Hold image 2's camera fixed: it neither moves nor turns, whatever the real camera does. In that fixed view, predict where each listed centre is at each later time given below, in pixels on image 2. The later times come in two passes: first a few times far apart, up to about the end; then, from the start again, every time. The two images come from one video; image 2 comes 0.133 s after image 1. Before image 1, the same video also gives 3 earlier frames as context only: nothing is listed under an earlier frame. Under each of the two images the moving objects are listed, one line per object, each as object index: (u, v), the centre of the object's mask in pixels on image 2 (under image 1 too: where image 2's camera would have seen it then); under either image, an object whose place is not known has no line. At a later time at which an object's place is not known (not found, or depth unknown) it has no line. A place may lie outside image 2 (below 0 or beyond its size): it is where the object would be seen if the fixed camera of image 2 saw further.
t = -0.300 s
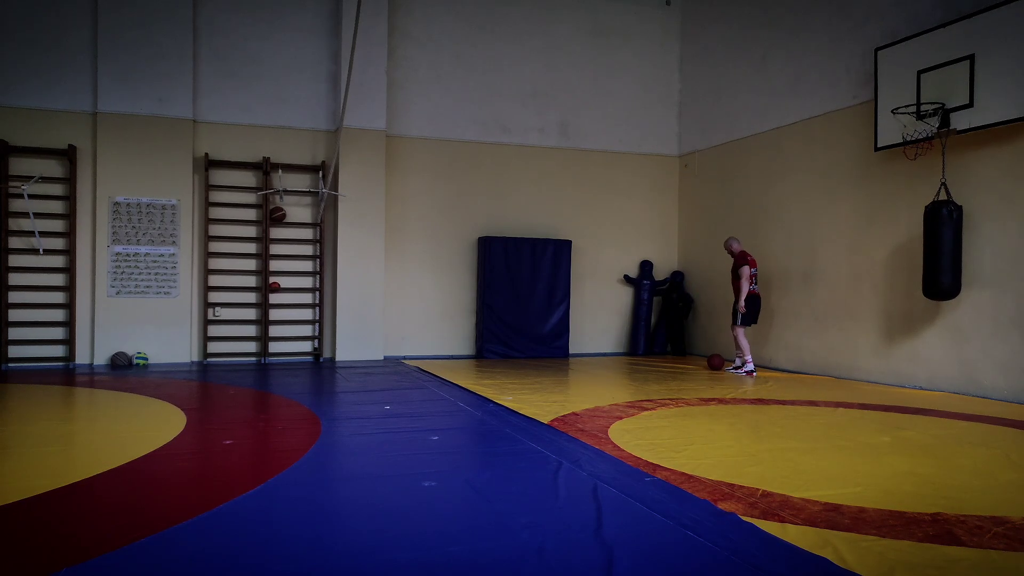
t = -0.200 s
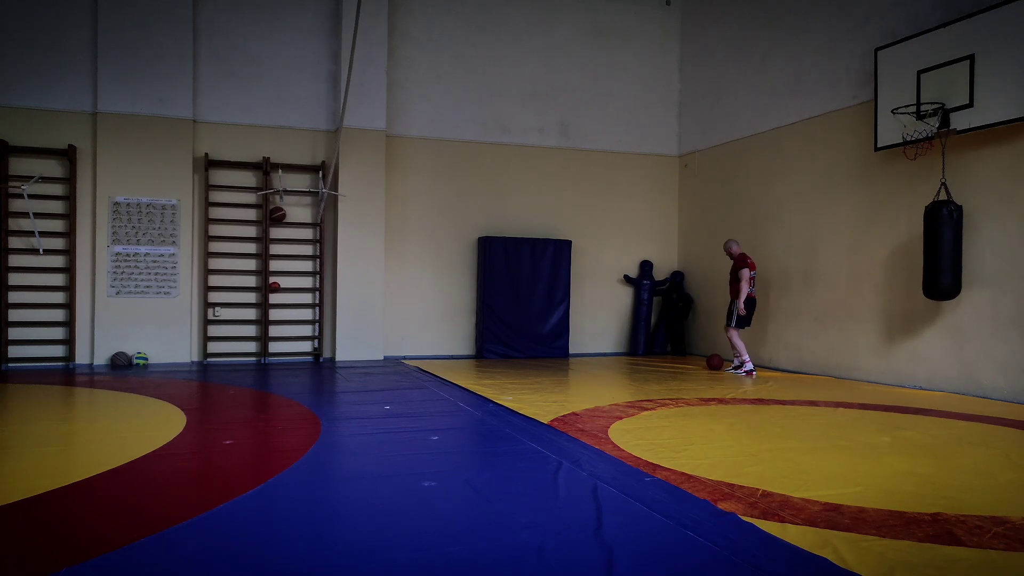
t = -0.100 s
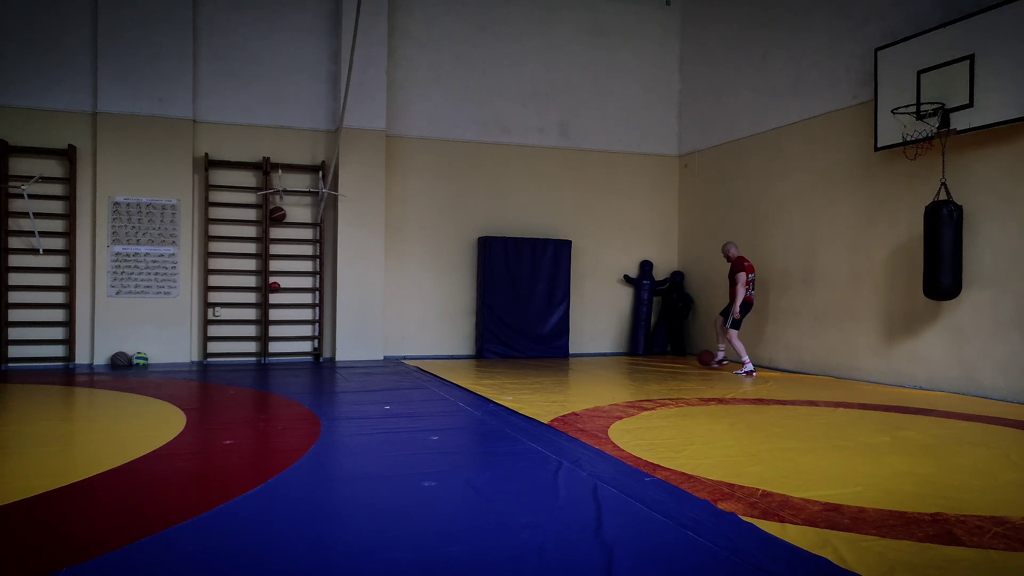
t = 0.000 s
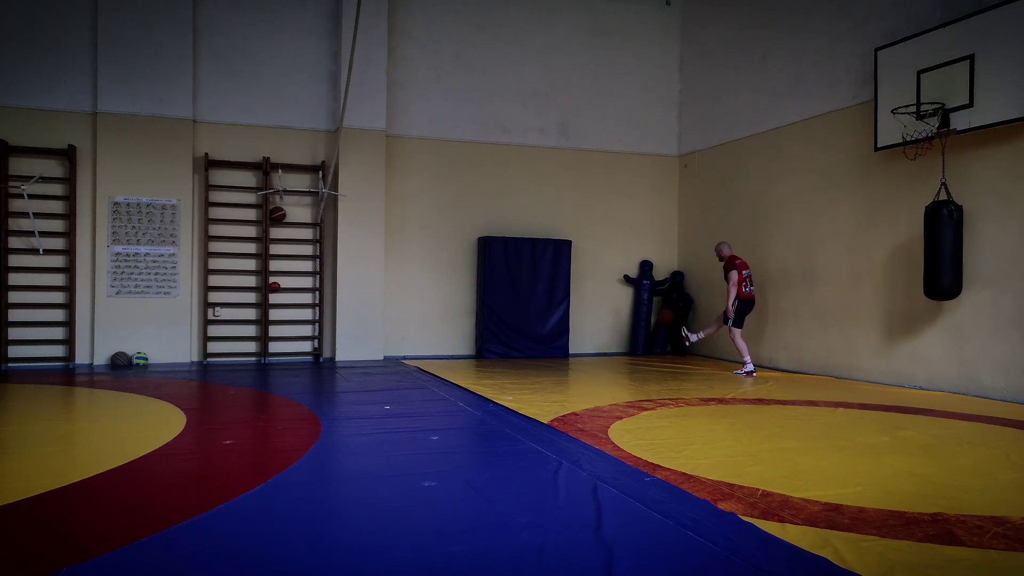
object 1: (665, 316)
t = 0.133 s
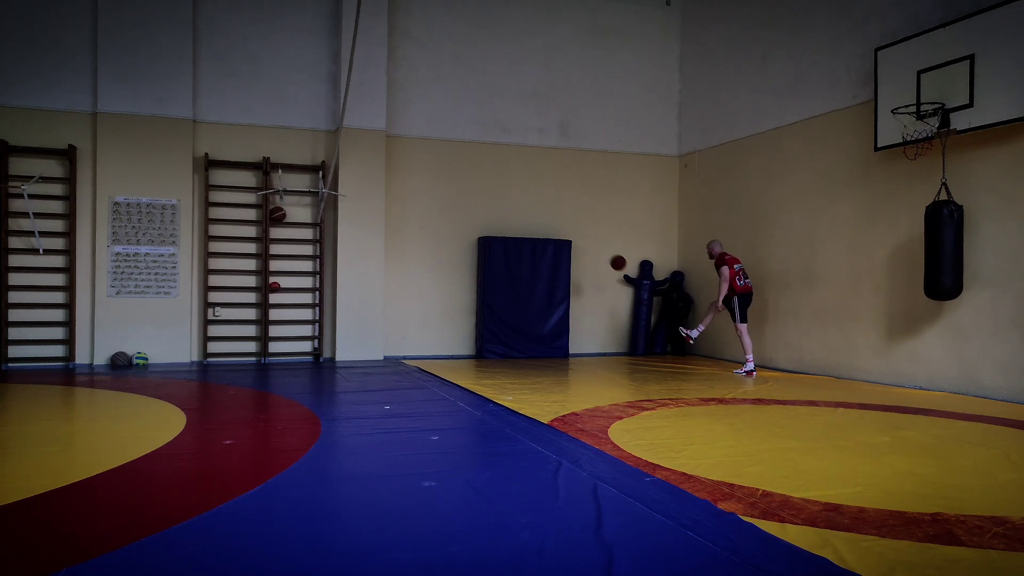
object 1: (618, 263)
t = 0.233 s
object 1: (585, 233)
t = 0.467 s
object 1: (528, 190)
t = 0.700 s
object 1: (518, 172)
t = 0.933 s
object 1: (506, 188)
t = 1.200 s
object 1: (490, 262)
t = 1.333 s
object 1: (478, 327)
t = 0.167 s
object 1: (606, 252)
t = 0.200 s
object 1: (596, 242)
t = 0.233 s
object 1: (585, 233)
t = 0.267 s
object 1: (574, 225)
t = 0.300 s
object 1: (564, 217)
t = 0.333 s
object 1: (554, 211)
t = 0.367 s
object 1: (544, 205)
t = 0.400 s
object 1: (533, 201)
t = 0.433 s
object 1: (529, 196)
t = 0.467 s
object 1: (528, 190)
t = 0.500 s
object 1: (527, 186)
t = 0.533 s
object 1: (525, 182)
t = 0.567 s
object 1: (524, 179)
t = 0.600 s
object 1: (523, 176)
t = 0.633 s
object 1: (521, 174)
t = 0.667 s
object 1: (520, 173)
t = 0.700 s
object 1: (518, 172)
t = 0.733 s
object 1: (517, 172)
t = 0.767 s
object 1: (515, 173)
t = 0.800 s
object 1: (513, 174)
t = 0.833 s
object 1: (512, 176)
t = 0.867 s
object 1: (510, 179)
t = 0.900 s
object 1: (508, 183)
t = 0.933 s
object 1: (506, 188)
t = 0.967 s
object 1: (504, 193)
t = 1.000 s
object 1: (502, 200)
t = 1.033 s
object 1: (500, 208)
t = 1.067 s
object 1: (498, 216)
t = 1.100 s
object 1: (496, 226)
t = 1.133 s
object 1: (494, 236)
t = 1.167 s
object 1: (492, 248)
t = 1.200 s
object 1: (490, 262)
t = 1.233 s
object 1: (486, 275)
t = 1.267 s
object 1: (484, 291)
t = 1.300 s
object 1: (481, 308)
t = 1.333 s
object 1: (478, 327)
